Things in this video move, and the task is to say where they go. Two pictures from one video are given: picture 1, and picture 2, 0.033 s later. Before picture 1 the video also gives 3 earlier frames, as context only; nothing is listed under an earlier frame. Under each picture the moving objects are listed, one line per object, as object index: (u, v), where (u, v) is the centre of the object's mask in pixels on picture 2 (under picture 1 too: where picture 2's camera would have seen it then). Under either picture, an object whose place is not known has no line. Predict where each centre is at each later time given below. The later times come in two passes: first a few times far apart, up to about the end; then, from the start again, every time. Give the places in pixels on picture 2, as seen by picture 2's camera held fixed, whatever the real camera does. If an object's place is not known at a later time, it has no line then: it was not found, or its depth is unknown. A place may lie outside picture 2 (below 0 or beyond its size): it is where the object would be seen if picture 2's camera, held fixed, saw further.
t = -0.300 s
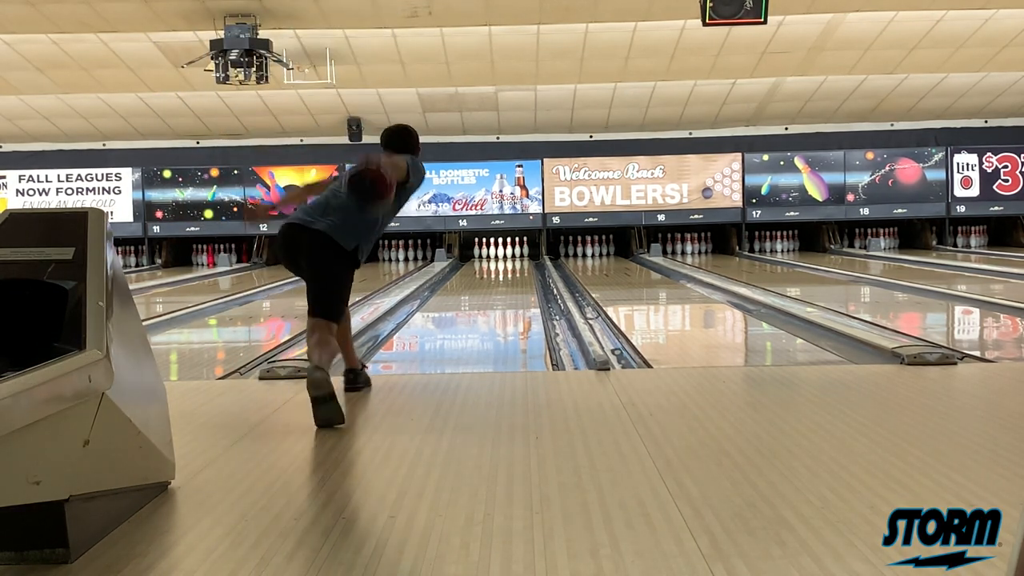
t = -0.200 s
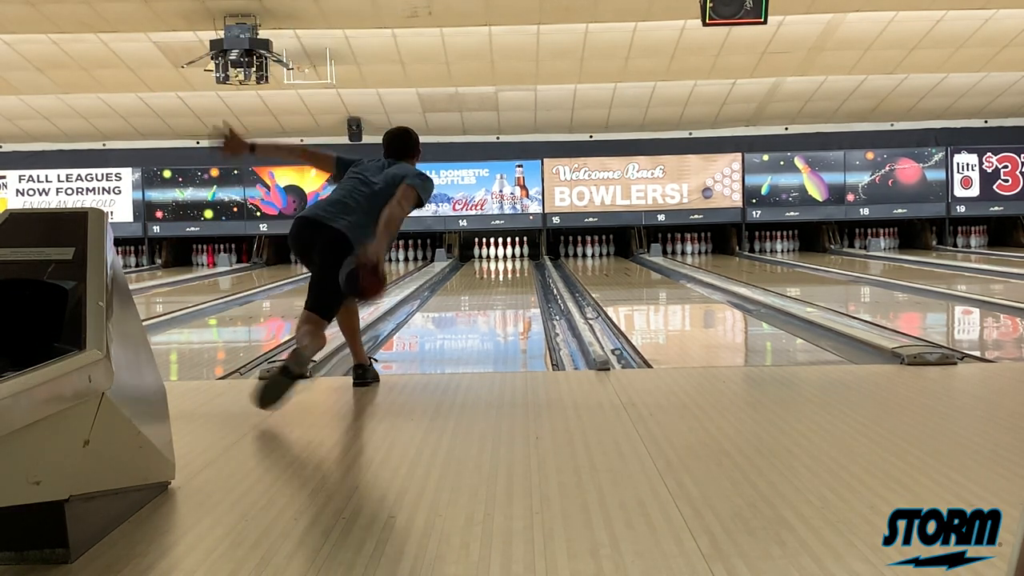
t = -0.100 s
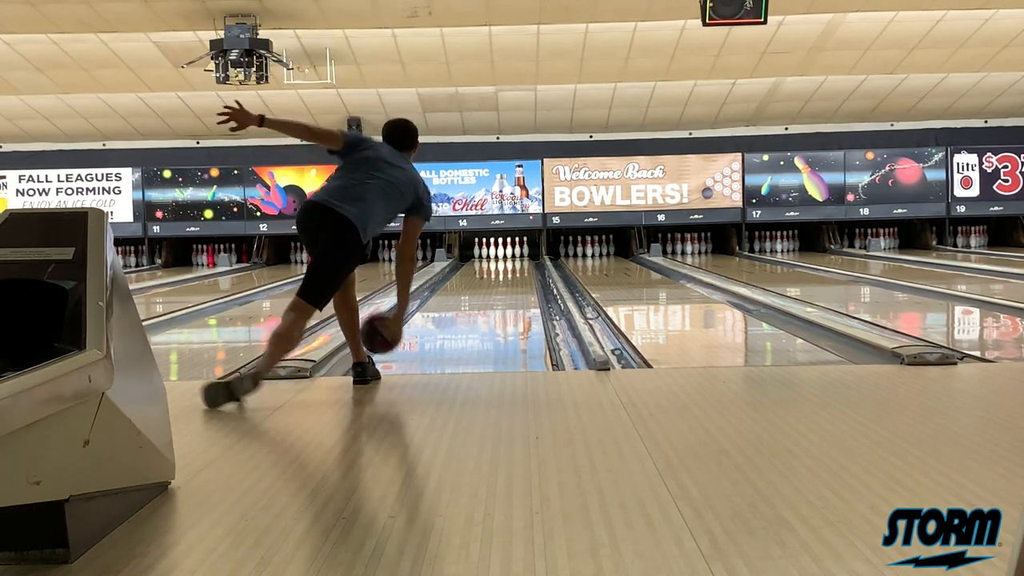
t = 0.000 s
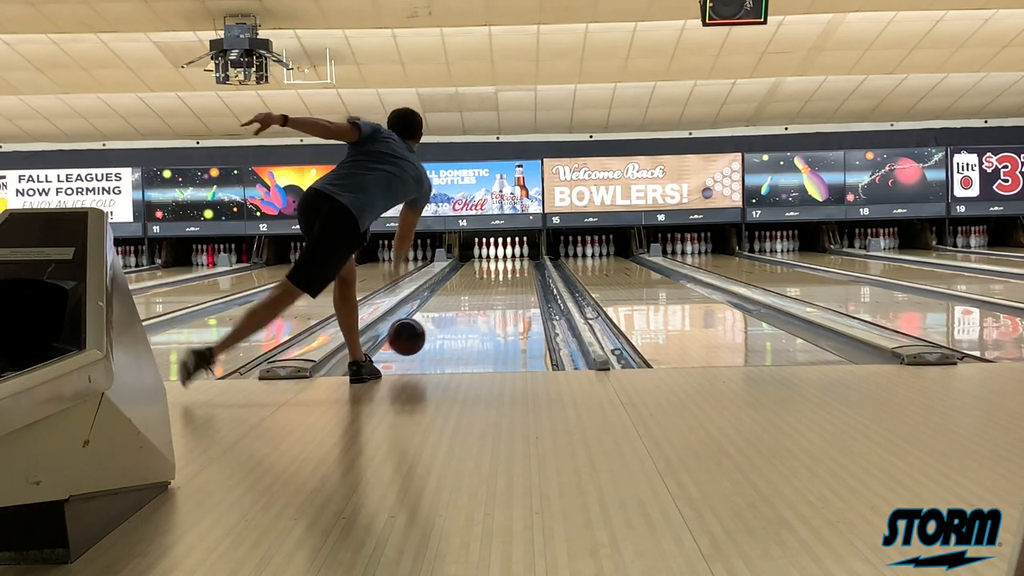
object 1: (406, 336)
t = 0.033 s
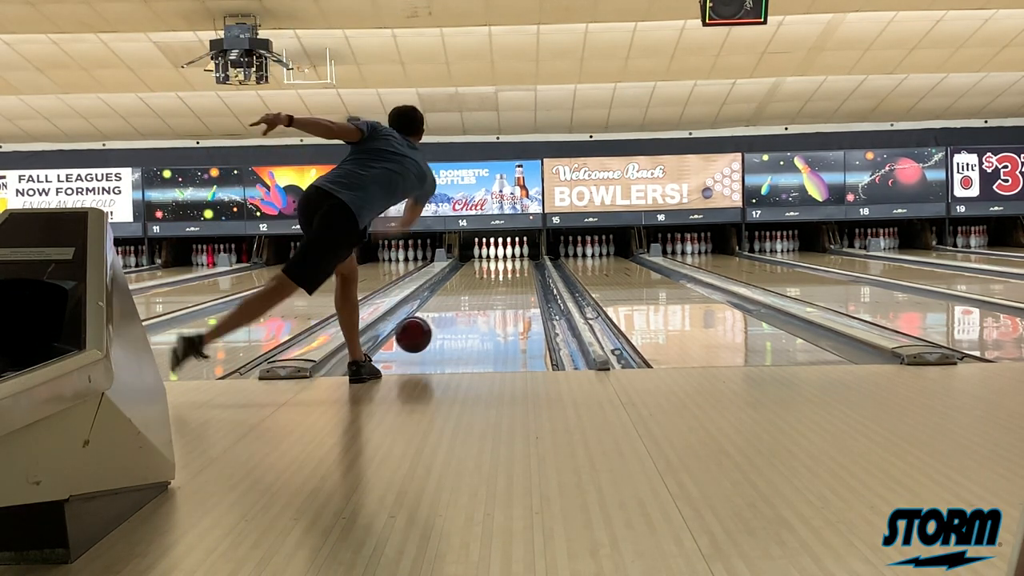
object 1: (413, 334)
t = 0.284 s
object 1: (452, 317)
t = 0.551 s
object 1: (479, 298)
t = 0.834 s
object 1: (498, 285)
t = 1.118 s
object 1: (511, 274)
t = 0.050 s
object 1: (416, 334)
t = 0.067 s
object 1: (419, 334)
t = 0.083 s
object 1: (422, 334)
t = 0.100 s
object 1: (425, 335)
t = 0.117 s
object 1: (428, 333)
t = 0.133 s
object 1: (431, 331)
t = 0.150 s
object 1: (434, 329)
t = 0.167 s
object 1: (436, 328)
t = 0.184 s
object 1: (439, 326)
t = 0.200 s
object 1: (441, 325)
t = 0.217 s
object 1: (443, 323)
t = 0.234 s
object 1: (446, 321)
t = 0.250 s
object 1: (448, 320)
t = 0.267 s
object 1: (450, 318)
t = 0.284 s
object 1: (452, 317)
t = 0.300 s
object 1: (454, 315)
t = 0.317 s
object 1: (456, 314)
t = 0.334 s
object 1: (458, 313)
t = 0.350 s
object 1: (460, 311)
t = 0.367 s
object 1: (462, 310)
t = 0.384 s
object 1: (464, 309)
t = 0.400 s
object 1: (465, 308)
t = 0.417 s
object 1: (467, 306)
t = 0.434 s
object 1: (469, 305)
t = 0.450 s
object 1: (470, 304)
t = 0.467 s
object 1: (472, 303)
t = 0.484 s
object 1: (473, 302)
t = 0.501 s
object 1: (475, 301)
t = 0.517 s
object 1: (476, 300)
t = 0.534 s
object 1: (478, 299)
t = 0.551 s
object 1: (479, 298)
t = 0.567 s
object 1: (480, 297)
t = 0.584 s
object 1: (482, 296)
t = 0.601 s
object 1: (483, 295)
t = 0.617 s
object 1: (484, 295)
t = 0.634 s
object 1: (485, 294)
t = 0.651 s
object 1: (486, 293)
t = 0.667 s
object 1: (488, 292)
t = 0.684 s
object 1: (489, 291)
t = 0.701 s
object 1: (490, 291)
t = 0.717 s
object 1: (491, 290)
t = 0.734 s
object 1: (492, 289)
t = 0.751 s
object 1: (493, 288)
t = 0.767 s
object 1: (494, 287)
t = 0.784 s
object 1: (495, 287)
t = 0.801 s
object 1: (496, 286)
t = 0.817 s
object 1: (497, 285)
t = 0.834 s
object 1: (498, 285)
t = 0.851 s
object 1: (499, 284)
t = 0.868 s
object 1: (499, 283)
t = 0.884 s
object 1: (500, 283)
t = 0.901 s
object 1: (501, 282)
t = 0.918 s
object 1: (502, 282)
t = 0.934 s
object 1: (503, 281)
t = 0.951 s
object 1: (504, 280)
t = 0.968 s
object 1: (504, 280)
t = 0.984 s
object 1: (505, 279)
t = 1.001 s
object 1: (506, 278)
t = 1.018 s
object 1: (507, 278)
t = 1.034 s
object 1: (507, 277)
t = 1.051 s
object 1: (508, 277)
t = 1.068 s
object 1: (508, 276)
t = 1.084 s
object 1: (509, 276)
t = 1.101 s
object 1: (510, 275)
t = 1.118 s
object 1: (511, 274)
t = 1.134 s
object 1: (511, 274)
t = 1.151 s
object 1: (512, 273)
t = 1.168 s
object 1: (512, 273)
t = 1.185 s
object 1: (513, 273)
